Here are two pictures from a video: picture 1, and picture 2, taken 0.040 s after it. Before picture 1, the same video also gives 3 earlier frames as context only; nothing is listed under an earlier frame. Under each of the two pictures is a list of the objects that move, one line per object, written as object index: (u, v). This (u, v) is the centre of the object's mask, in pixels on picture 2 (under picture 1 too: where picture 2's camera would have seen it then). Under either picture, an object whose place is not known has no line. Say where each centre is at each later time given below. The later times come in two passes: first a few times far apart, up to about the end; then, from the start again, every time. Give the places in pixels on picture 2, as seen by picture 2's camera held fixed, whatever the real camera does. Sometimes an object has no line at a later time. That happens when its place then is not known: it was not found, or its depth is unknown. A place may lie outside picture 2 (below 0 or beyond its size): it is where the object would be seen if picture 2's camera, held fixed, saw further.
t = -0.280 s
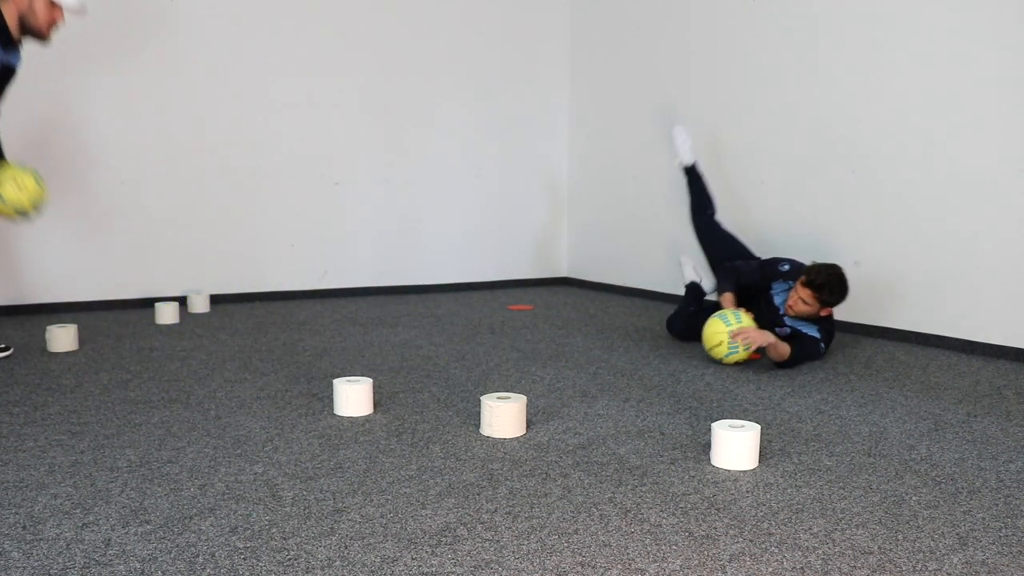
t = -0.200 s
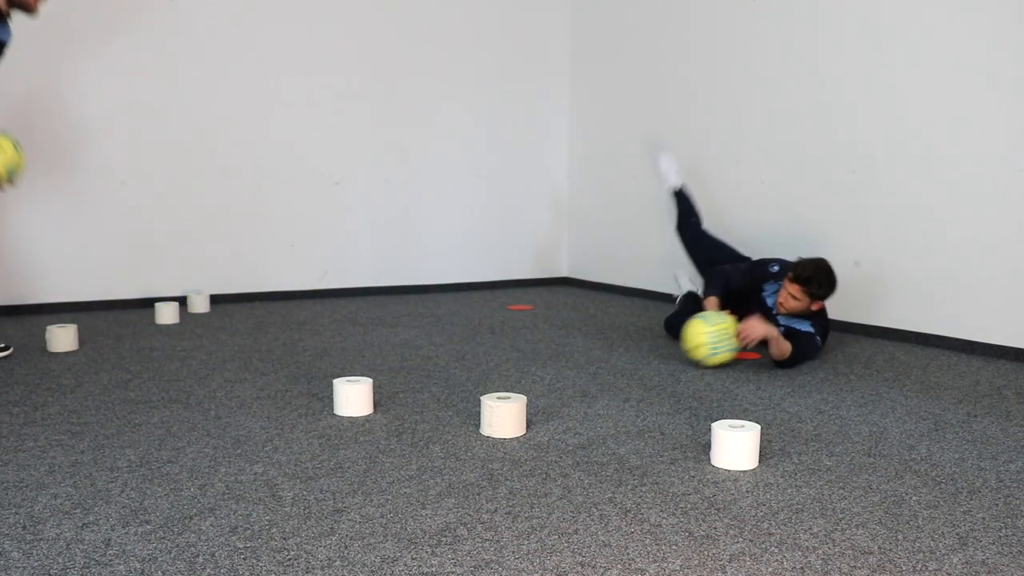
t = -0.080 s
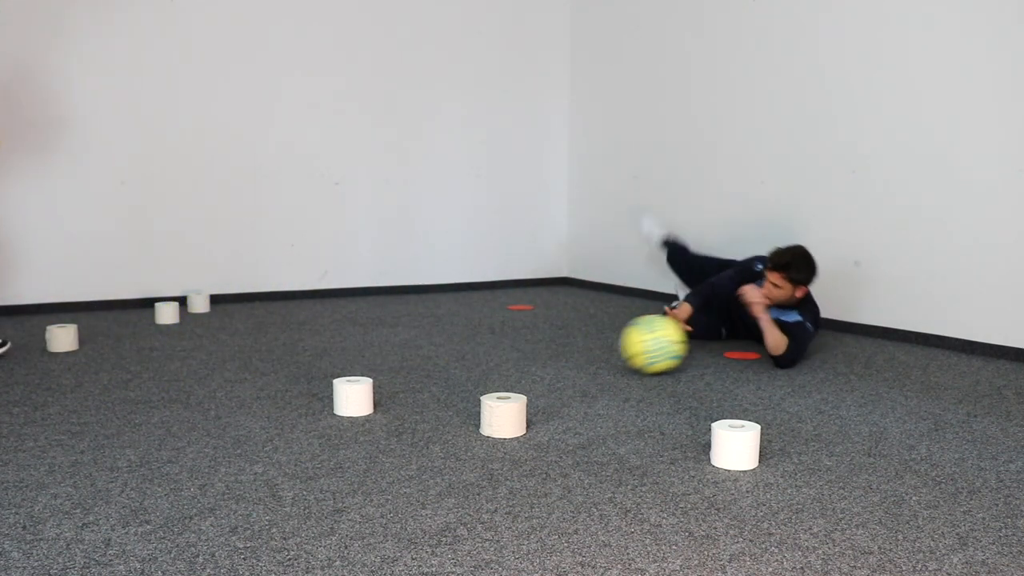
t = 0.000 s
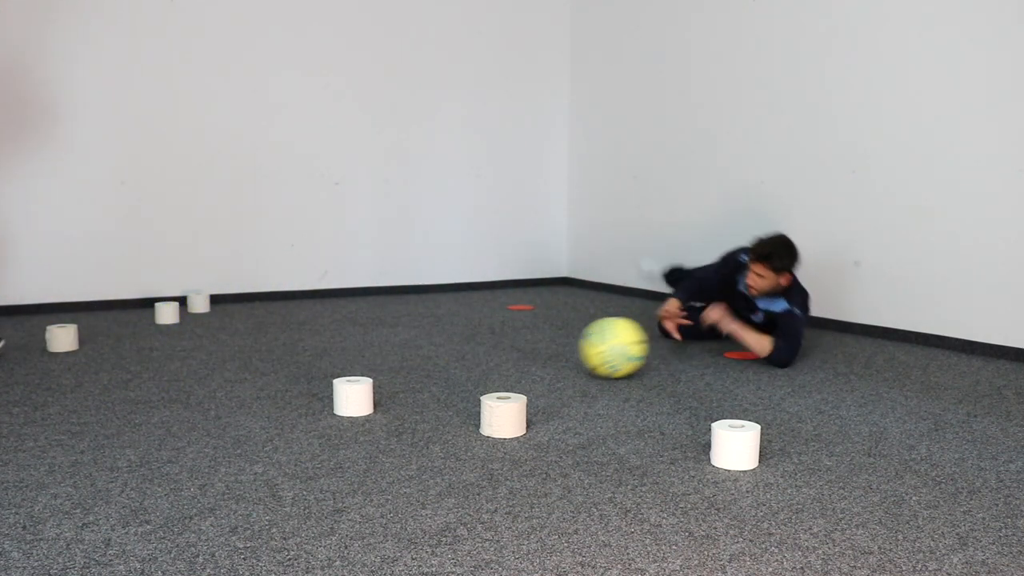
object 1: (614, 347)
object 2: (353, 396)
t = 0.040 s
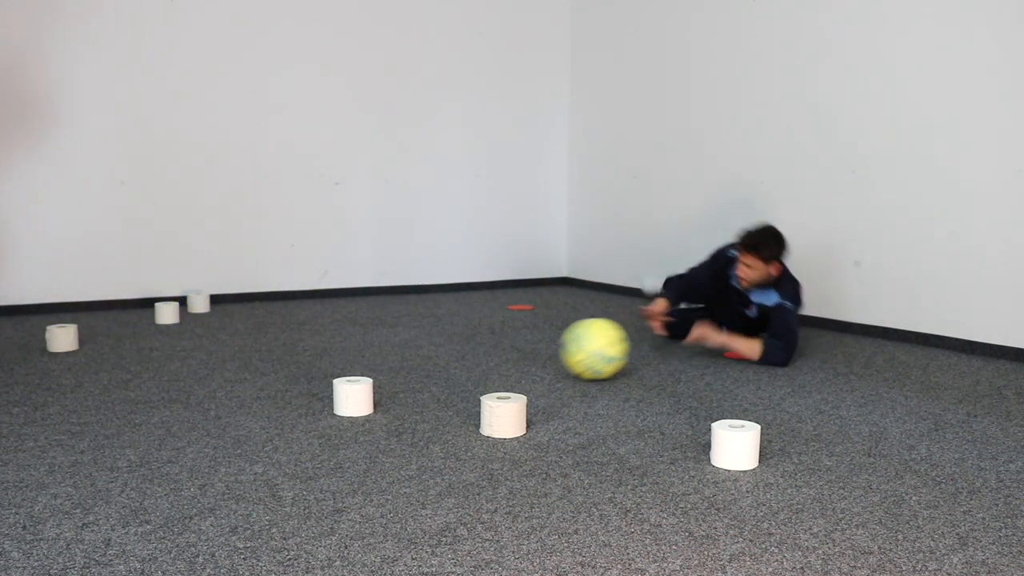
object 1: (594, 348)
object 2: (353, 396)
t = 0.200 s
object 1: (522, 355)
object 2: (353, 396)
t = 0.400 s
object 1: (438, 362)
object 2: (353, 396)
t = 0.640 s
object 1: (347, 359)
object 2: (333, 392)
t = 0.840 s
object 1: (267, 366)
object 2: (305, 399)
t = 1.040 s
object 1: (200, 369)
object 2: (285, 399)
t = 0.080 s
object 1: (575, 350)
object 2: (353, 396)
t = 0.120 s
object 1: (557, 352)
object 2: (353, 396)
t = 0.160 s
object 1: (540, 353)
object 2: (353, 396)
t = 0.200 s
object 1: (522, 355)
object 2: (353, 396)
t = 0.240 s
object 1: (506, 356)
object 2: (353, 396)
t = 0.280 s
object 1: (489, 357)
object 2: (353, 396)
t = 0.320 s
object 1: (473, 359)
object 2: (353, 396)
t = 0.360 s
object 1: (456, 361)
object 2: (353, 396)
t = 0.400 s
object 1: (438, 362)
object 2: (353, 396)
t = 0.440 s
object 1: (420, 363)
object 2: (353, 396)
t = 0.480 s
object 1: (403, 364)
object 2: (353, 396)
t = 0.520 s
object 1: (387, 364)
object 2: (353, 396)
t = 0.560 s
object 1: (374, 362)
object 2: (347, 395)
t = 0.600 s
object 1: (362, 361)
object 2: (339, 393)
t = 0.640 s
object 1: (347, 359)
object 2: (333, 392)
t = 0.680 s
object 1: (330, 359)
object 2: (326, 395)
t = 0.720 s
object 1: (312, 361)
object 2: (320, 400)
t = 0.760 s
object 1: (296, 362)
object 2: (315, 400)
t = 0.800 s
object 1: (281, 364)
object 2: (310, 397)
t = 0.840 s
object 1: (267, 366)
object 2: (305, 399)
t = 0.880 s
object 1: (254, 368)
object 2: (300, 398)
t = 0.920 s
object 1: (241, 369)
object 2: (296, 399)
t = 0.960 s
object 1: (227, 369)
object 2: (292, 399)
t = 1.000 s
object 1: (214, 369)
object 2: (288, 399)
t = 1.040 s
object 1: (200, 369)
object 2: (285, 399)
